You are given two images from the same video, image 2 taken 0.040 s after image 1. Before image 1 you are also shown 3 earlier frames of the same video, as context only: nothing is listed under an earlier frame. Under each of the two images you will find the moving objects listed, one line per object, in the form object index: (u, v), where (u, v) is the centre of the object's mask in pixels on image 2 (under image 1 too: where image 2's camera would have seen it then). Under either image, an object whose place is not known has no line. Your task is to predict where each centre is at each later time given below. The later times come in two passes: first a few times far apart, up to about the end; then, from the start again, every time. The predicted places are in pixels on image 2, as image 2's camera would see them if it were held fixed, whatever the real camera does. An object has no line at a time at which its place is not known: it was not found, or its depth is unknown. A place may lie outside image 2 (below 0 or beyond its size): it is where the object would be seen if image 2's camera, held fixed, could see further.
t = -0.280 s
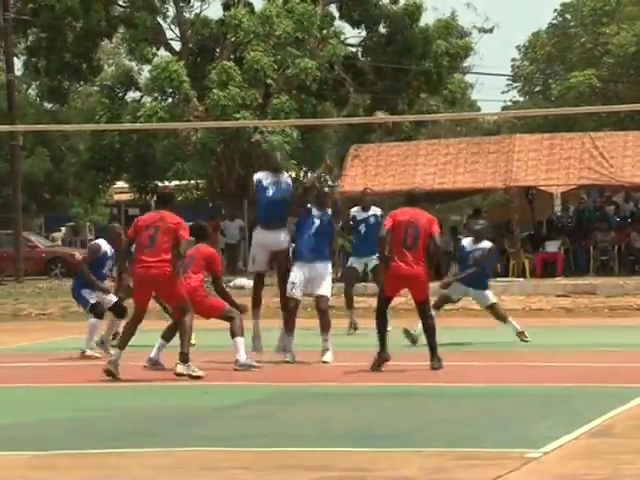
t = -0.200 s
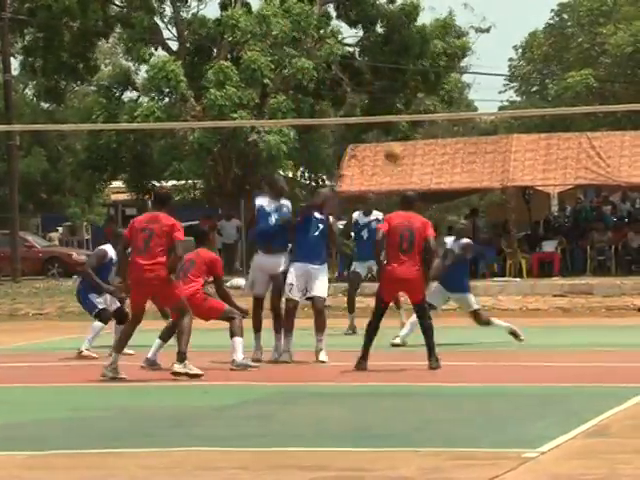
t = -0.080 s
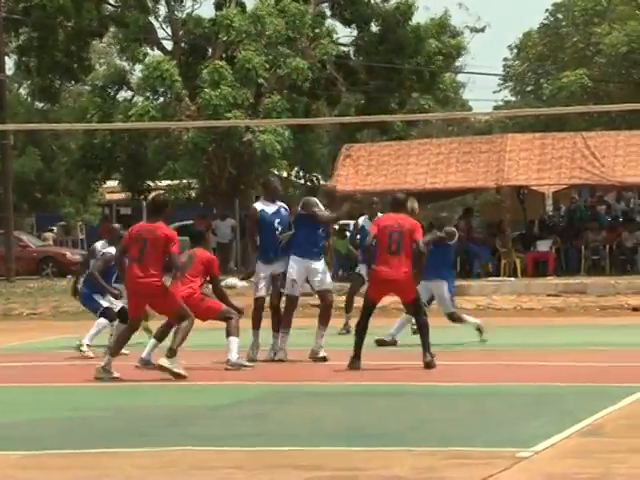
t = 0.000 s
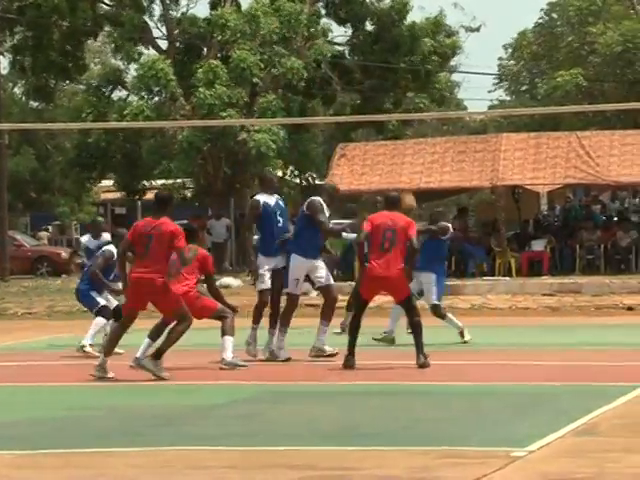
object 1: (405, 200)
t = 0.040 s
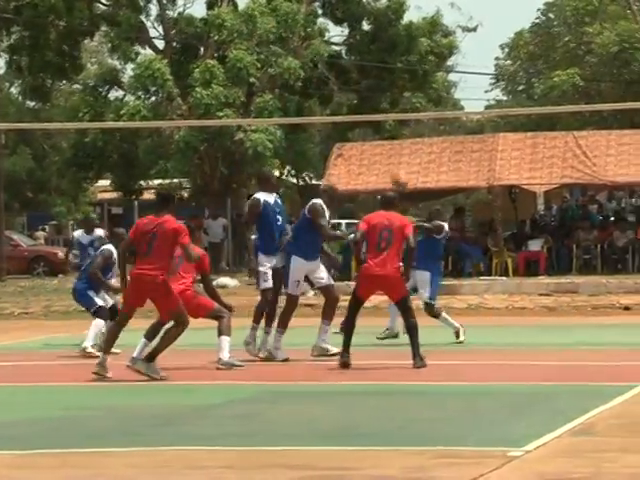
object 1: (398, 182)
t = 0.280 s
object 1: (378, 74)
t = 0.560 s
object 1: (354, 16)
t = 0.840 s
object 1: (331, 21)
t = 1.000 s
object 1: (320, 50)
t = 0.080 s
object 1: (395, 160)
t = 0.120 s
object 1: (393, 139)
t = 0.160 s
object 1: (391, 125)
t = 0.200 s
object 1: (386, 104)
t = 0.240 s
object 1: (383, 91)
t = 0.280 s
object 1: (378, 74)
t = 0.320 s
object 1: (375, 62)
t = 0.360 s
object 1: (372, 53)
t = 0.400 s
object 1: (368, 43)
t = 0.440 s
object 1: (364, 33)
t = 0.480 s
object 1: (361, 27)
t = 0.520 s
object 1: (358, 22)
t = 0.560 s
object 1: (354, 16)
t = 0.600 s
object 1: (351, 14)
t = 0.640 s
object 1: (347, 11)
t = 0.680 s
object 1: (344, 11)
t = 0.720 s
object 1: (340, 11)
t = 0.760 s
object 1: (337, 13)
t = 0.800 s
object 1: (334, 16)
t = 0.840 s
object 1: (331, 21)
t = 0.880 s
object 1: (329, 27)
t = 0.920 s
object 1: (326, 36)
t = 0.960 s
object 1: (322, 45)
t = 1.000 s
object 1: (320, 50)
